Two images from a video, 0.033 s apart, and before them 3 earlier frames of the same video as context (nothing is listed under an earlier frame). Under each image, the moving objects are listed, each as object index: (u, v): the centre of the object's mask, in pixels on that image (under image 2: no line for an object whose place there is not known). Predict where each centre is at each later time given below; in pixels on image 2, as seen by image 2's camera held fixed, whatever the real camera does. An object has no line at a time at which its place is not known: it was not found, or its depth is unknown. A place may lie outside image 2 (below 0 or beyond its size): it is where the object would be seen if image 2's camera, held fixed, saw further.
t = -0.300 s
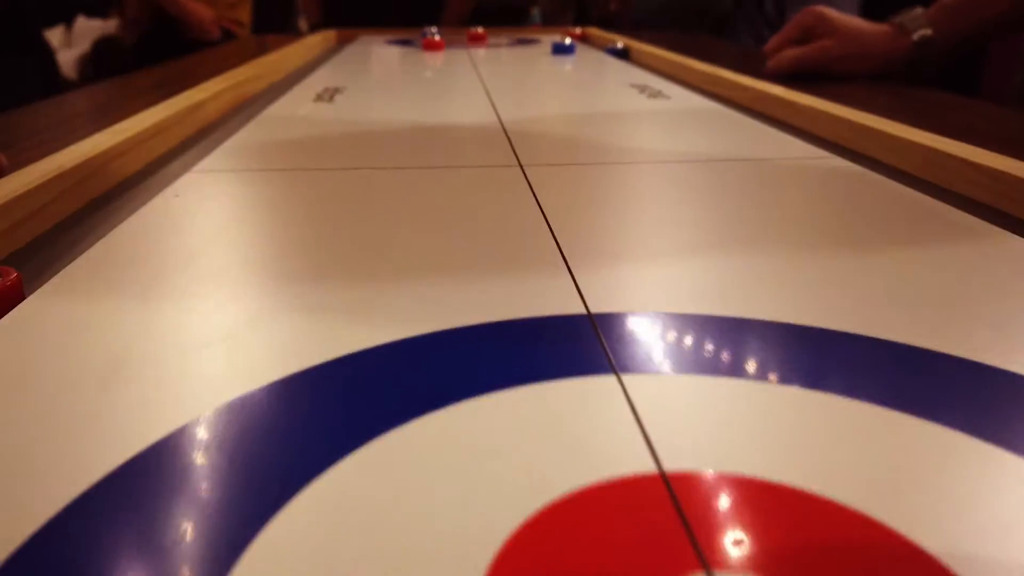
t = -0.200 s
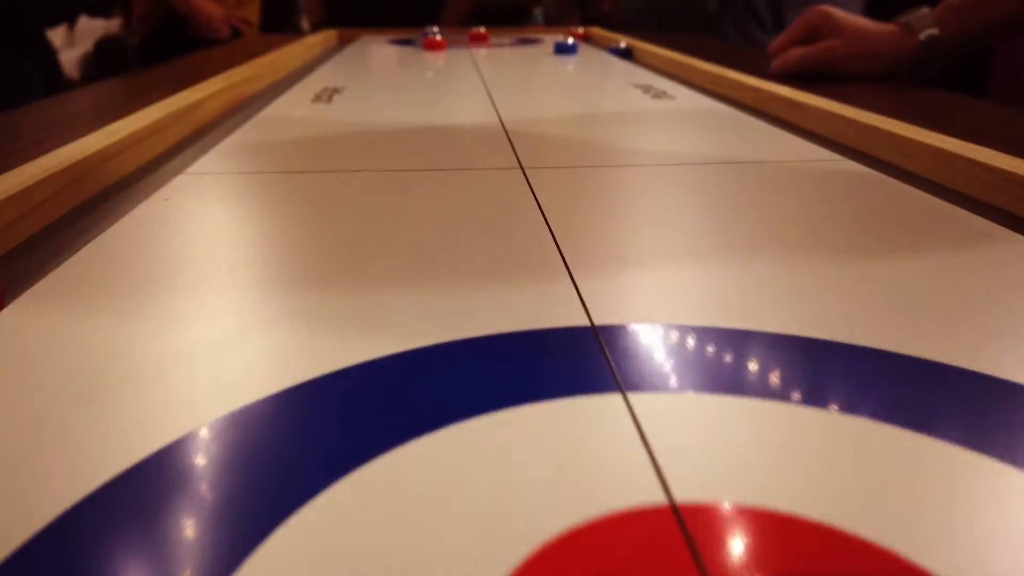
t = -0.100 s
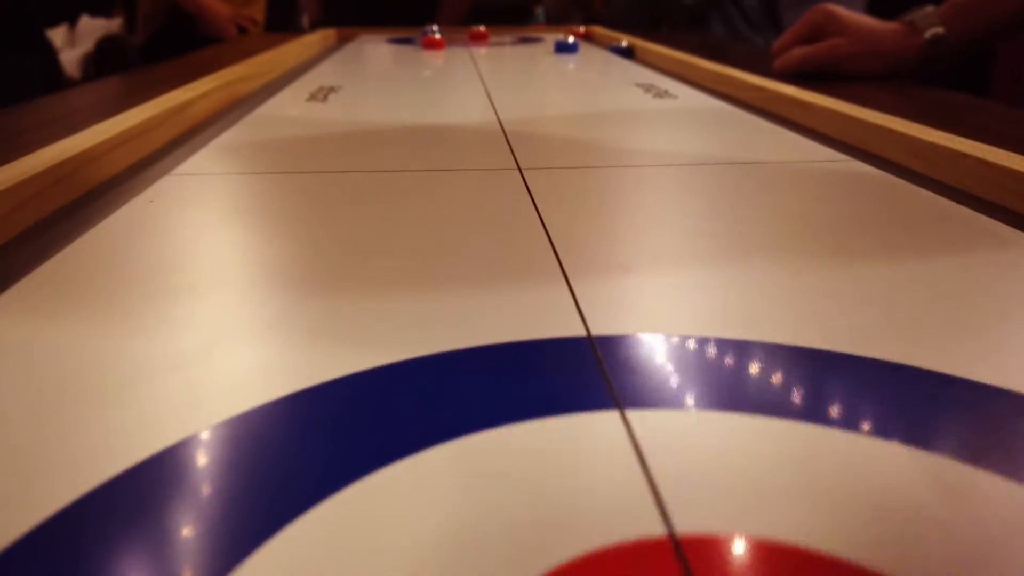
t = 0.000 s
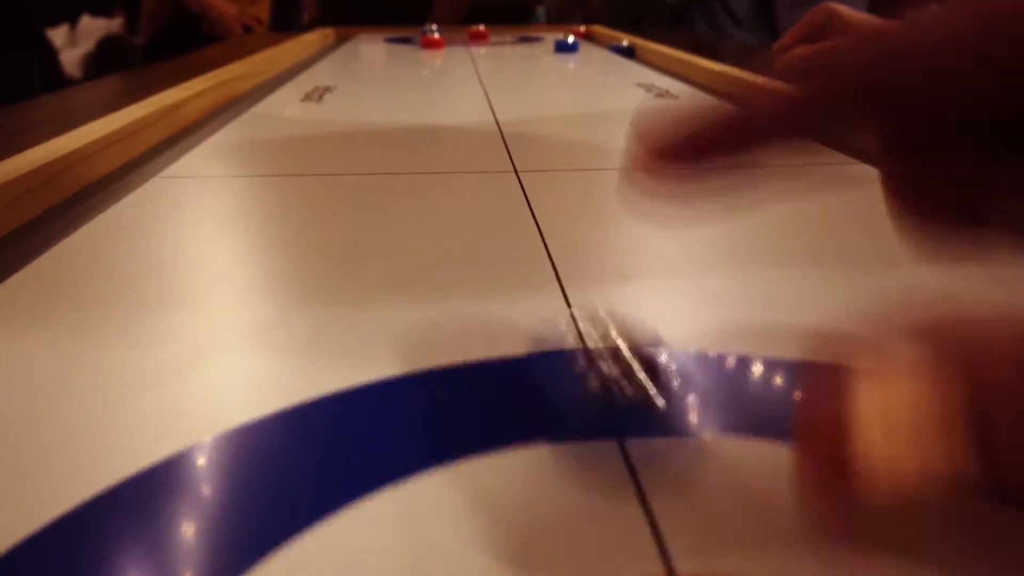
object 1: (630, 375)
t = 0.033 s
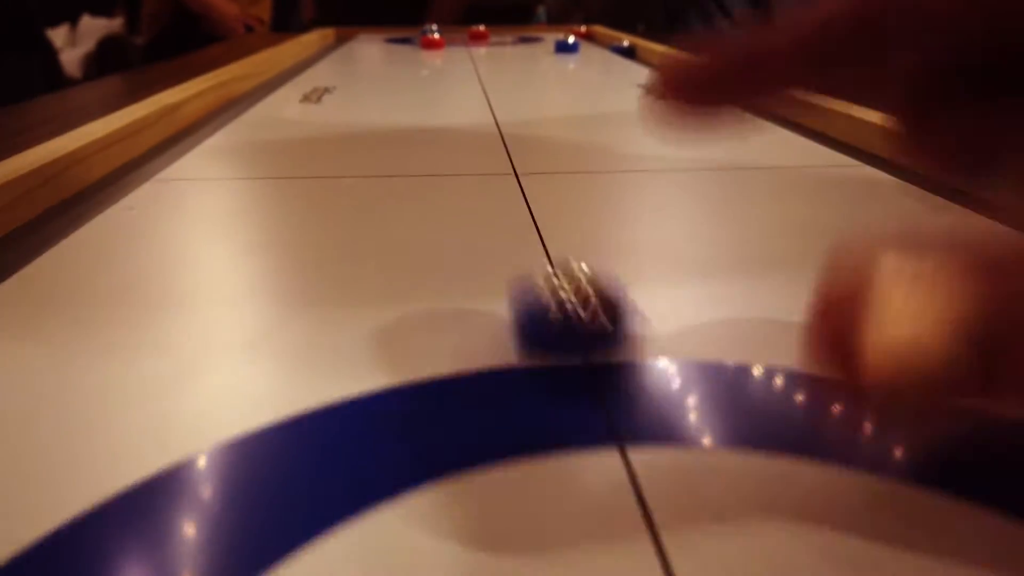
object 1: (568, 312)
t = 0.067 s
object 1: (549, 270)
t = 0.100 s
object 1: (535, 239)
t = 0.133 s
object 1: (526, 217)
